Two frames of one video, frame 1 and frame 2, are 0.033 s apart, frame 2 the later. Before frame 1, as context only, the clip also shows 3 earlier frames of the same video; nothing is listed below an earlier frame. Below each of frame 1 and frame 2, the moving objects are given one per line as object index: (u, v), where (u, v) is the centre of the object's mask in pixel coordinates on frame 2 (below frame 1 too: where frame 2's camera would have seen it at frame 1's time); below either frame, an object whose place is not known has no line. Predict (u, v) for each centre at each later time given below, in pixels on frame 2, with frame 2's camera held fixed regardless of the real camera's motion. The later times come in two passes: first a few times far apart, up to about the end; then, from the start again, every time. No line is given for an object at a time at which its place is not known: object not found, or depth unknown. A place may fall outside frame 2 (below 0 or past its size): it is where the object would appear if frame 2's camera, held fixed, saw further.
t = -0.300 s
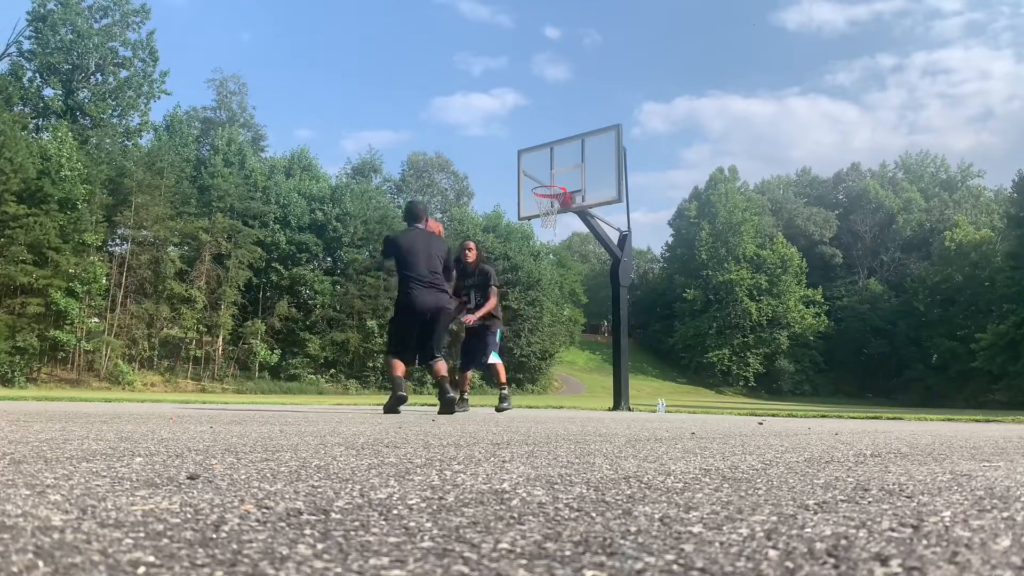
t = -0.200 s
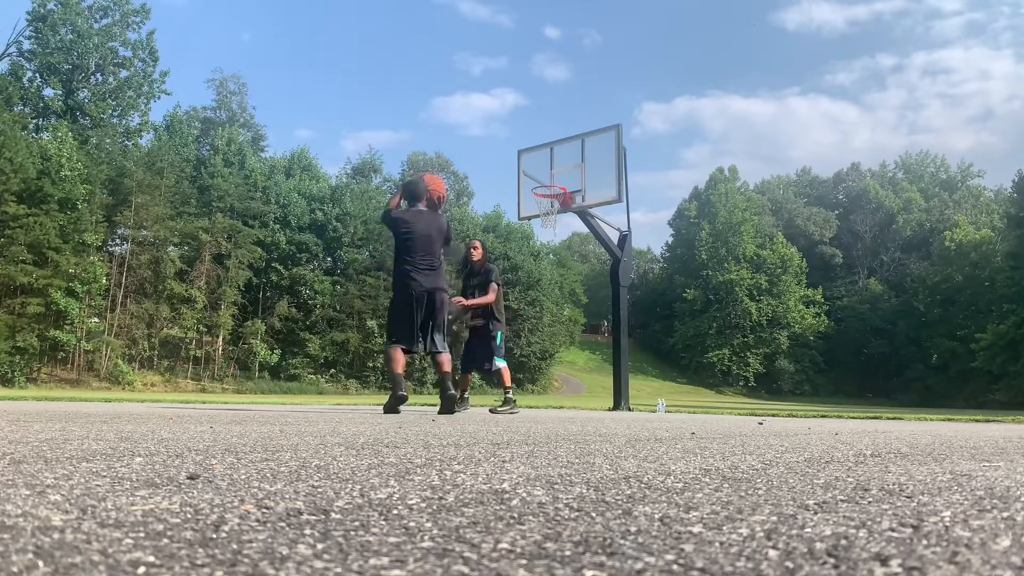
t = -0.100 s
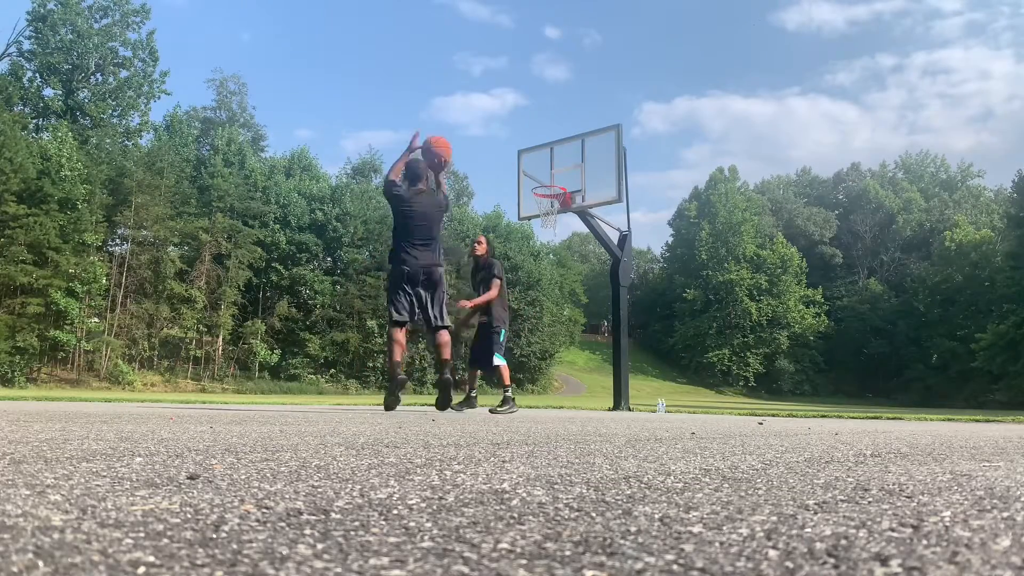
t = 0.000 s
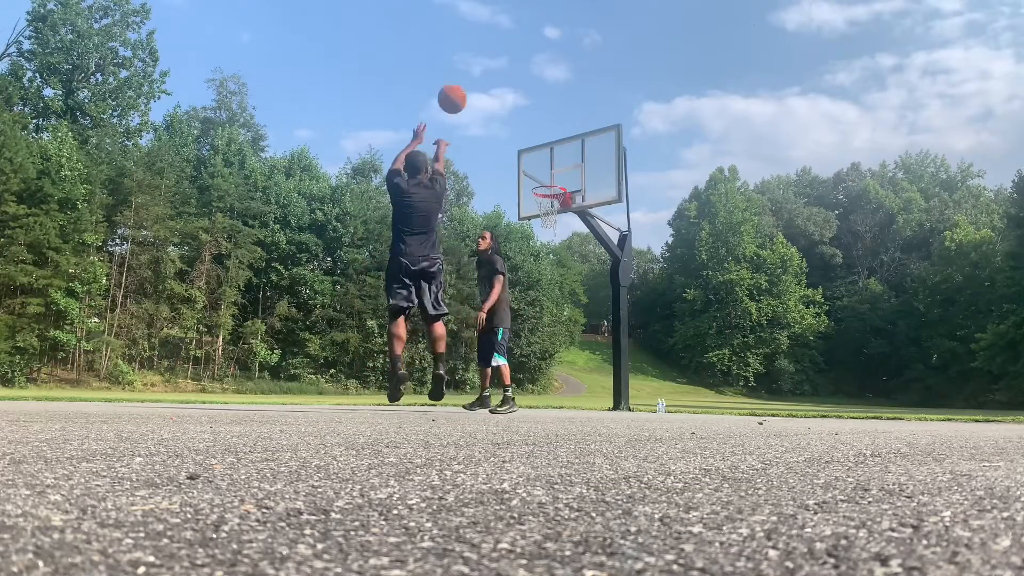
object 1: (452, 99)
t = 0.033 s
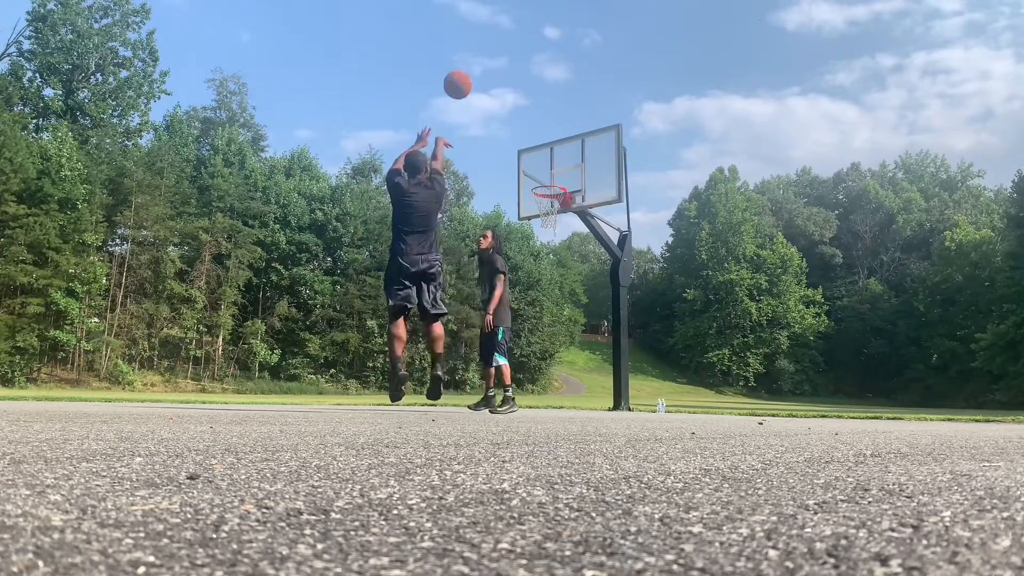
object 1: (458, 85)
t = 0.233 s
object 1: (485, 36)
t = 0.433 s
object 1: (506, 32)
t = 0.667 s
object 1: (526, 67)
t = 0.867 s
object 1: (539, 122)
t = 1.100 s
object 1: (550, 190)
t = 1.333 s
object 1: (553, 206)
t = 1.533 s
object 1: (555, 206)
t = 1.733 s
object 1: (552, 234)
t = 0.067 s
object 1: (463, 72)
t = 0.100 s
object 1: (468, 62)
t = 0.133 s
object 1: (472, 53)
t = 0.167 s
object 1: (477, 46)
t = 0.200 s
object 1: (481, 40)
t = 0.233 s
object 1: (485, 36)
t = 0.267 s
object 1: (489, 33)
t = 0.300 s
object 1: (493, 30)
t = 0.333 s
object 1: (497, 29)
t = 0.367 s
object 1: (500, 29)
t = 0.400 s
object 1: (503, 30)
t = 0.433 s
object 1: (506, 32)
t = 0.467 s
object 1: (509, 34)
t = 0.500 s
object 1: (512, 38)
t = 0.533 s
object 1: (515, 43)
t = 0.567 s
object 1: (518, 47)
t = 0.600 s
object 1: (521, 53)
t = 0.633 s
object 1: (523, 59)
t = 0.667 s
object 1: (526, 67)
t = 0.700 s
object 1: (528, 74)
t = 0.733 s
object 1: (531, 83)
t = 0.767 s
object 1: (533, 92)
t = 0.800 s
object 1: (535, 101)
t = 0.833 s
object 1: (537, 112)
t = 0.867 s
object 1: (539, 122)
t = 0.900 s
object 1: (541, 134)
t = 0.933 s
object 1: (544, 145)
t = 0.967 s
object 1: (545, 157)
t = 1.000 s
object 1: (547, 170)
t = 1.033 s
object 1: (549, 182)
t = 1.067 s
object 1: (550, 191)
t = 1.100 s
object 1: (550, 190)
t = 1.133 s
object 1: (550, 190)
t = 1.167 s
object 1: (550, 193)
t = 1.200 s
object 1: (549, 195)
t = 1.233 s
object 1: (550, 197)
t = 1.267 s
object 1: (551, 201)
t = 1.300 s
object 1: (553, 205)
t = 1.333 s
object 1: (553, 206)
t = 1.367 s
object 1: (554, 206)
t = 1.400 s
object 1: (554, 205)
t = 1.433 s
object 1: (554, 205)
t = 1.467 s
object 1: (555, 205)
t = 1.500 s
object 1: (555, 205)
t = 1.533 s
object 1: (555, 206)
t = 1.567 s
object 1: (554, 210)
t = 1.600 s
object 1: (553, 212)
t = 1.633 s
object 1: (553, 216)
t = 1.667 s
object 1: (552, 222)
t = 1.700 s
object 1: (552, 226)
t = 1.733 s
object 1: (552, 234)
